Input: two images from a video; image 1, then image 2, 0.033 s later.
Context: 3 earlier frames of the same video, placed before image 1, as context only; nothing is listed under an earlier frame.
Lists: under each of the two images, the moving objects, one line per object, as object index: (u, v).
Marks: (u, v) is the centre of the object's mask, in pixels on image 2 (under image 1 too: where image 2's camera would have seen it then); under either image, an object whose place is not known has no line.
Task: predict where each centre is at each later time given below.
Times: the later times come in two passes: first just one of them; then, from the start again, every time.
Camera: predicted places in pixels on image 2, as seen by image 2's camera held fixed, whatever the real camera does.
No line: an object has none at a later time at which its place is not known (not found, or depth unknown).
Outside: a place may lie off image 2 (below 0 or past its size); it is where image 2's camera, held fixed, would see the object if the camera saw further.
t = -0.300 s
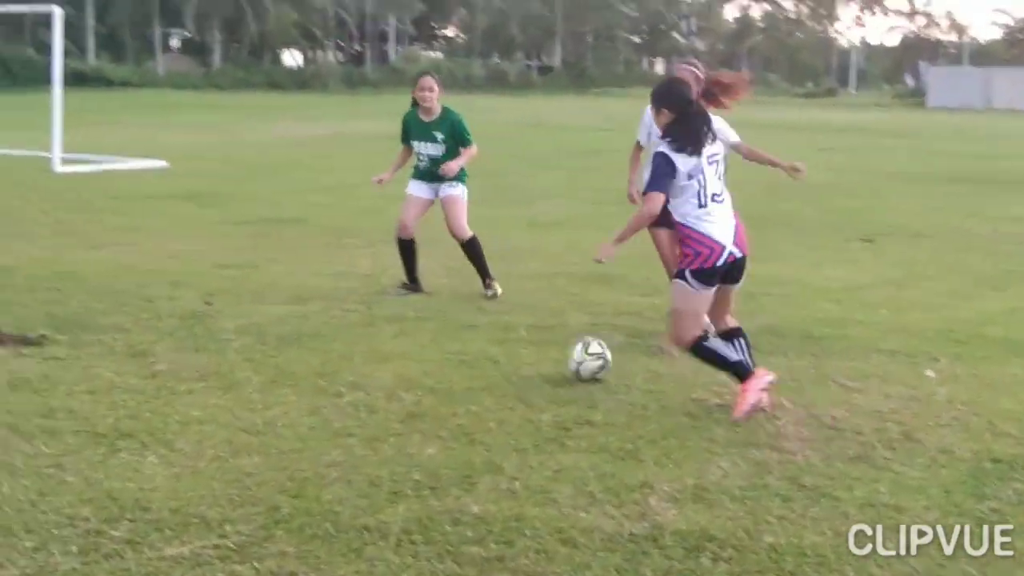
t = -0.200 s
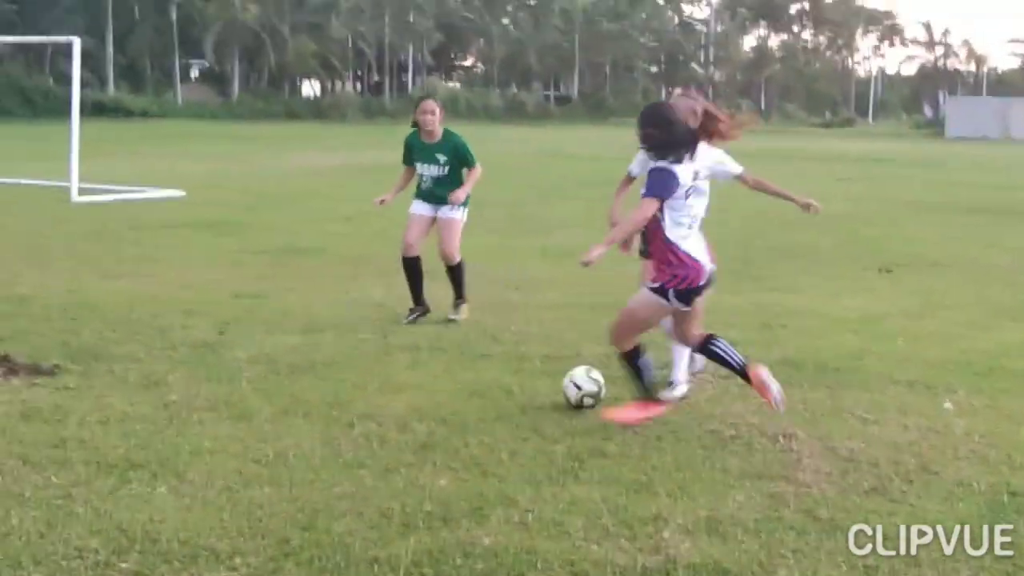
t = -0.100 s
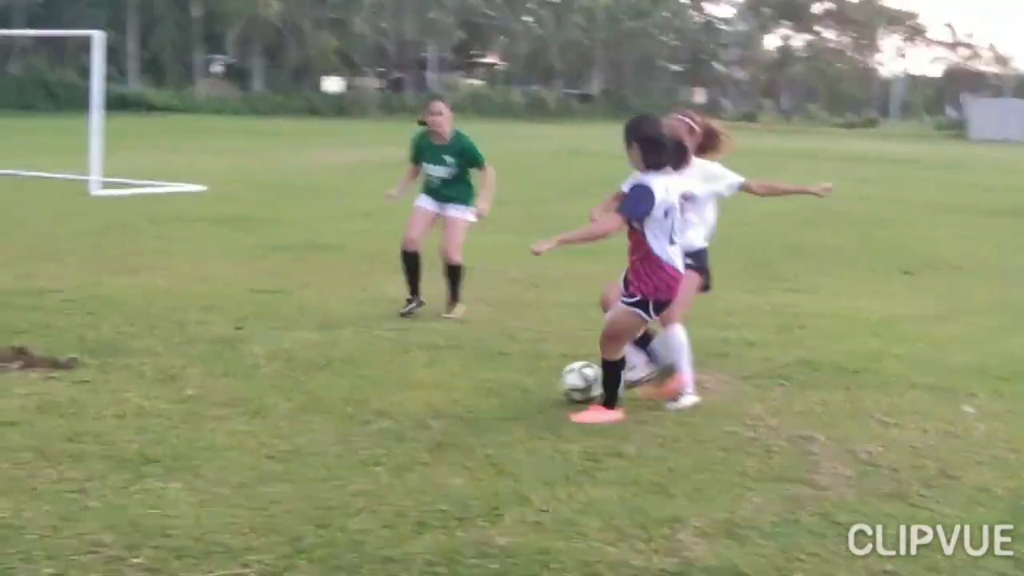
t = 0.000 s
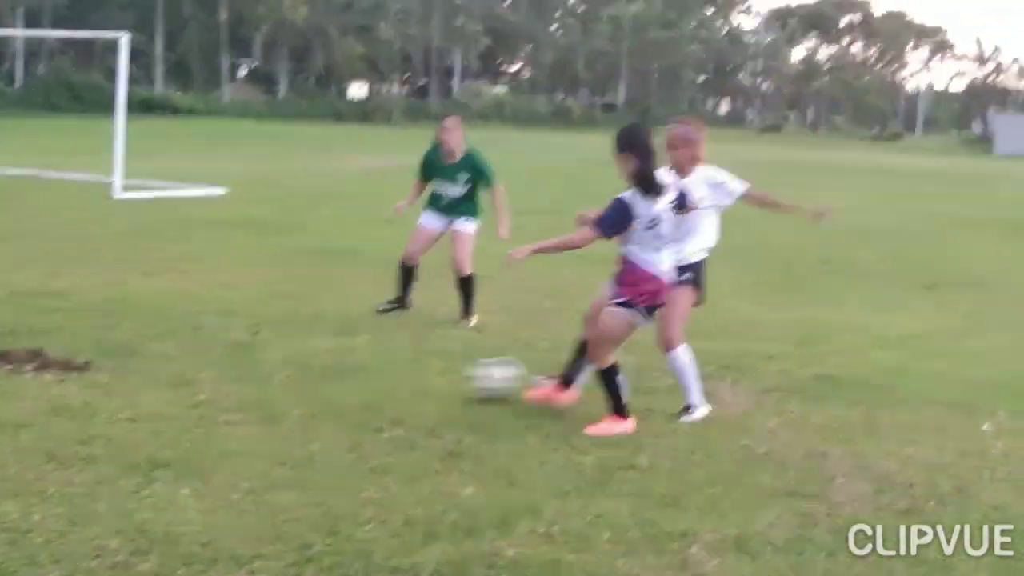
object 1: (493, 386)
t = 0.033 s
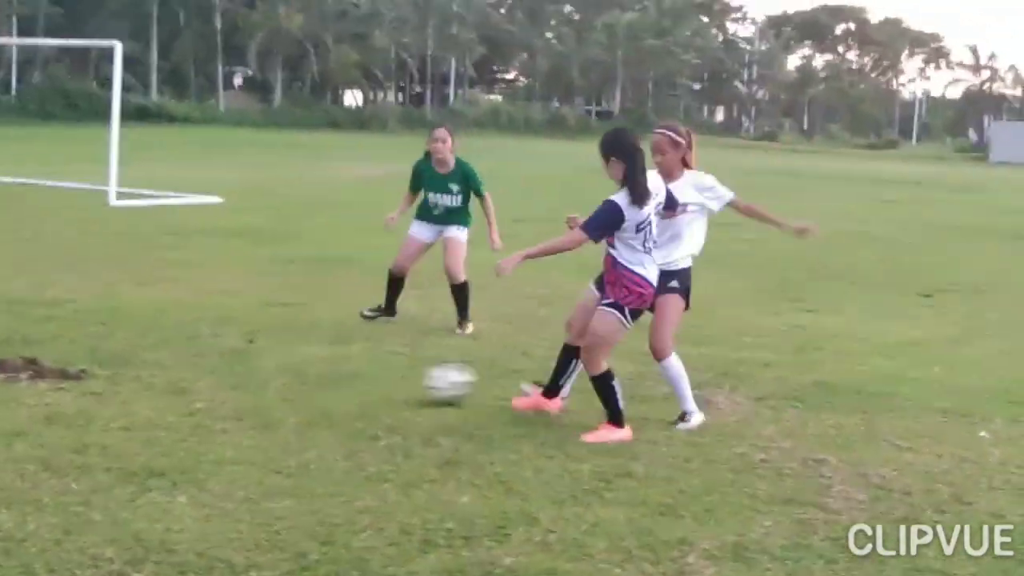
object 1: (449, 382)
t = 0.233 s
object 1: (258, 360)
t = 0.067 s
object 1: (411, 380)
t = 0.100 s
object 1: (378, 375)
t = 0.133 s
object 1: (348, 369)
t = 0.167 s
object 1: (314, 366)
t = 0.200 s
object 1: (284, 361)
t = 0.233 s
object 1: (258, 360)
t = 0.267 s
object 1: (233, 355)
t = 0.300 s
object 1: (210, 350)
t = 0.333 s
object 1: (187, 348)
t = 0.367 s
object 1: (166, 346)
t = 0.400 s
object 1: (147, 341)
